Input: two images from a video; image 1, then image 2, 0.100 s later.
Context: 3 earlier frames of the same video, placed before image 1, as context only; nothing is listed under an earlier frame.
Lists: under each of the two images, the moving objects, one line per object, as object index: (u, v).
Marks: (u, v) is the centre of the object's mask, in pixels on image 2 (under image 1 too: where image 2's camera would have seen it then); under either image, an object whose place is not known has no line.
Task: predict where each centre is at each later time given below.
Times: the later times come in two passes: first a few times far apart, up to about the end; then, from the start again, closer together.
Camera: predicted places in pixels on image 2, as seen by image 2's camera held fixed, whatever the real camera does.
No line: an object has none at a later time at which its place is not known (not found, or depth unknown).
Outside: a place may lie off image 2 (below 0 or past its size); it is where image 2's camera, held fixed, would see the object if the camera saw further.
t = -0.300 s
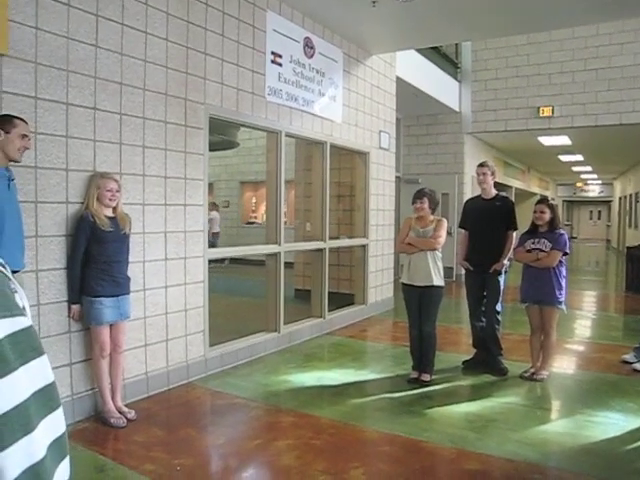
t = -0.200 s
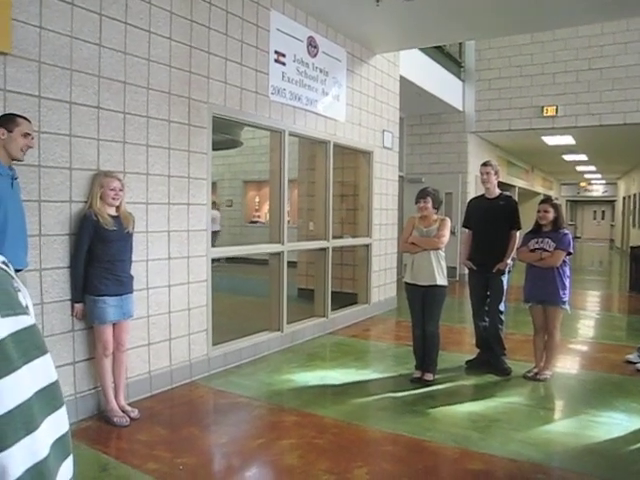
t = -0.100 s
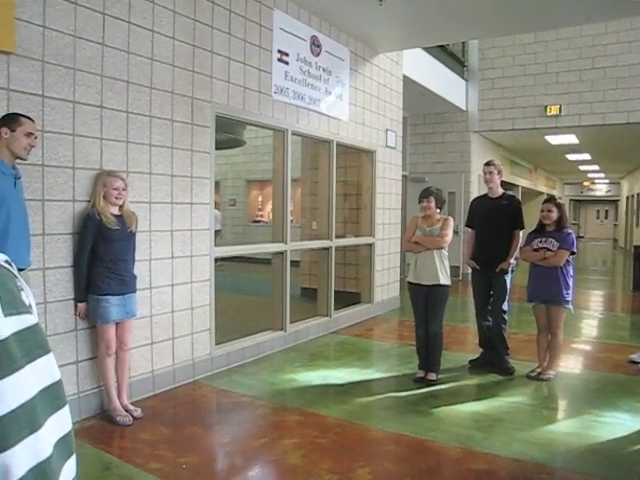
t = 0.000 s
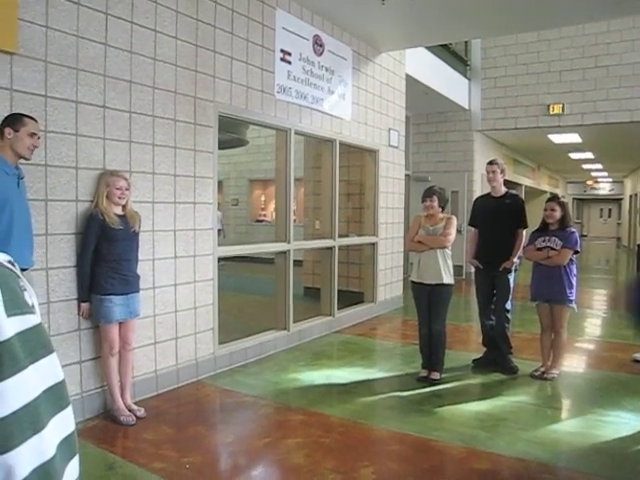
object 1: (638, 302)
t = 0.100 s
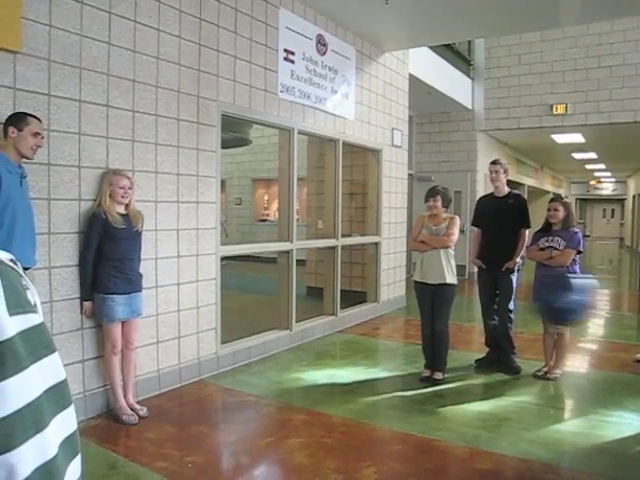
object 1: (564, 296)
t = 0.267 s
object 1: (429, 282)
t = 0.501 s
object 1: (293, 246)
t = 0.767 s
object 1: (200, 208)
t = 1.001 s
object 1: (158, 184)
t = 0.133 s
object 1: (539, 295)
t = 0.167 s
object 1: (508, 291)
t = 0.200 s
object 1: (485, 289)
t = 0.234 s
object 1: (457, 284)
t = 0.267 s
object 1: (429, 282)
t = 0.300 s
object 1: (408, 276)
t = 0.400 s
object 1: (345, 261)
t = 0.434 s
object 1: (326, 256)
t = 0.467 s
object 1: (310, 251)
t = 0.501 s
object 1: (293, 246)
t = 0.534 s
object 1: (278, 240)
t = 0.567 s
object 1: (264, 235)
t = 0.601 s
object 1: (251, 230)
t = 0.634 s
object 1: (240, 226)
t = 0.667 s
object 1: (229, 221)
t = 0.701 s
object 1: (219, 217)
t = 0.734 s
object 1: (209, 212)
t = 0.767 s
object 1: (200, 208)
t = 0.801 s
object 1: (192, 204)
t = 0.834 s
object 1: (185, 200)
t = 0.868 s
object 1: (179, 197)
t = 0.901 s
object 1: (173, 193)
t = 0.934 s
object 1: (167, 190)
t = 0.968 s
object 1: (162, 187)
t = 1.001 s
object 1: (158, 184)
